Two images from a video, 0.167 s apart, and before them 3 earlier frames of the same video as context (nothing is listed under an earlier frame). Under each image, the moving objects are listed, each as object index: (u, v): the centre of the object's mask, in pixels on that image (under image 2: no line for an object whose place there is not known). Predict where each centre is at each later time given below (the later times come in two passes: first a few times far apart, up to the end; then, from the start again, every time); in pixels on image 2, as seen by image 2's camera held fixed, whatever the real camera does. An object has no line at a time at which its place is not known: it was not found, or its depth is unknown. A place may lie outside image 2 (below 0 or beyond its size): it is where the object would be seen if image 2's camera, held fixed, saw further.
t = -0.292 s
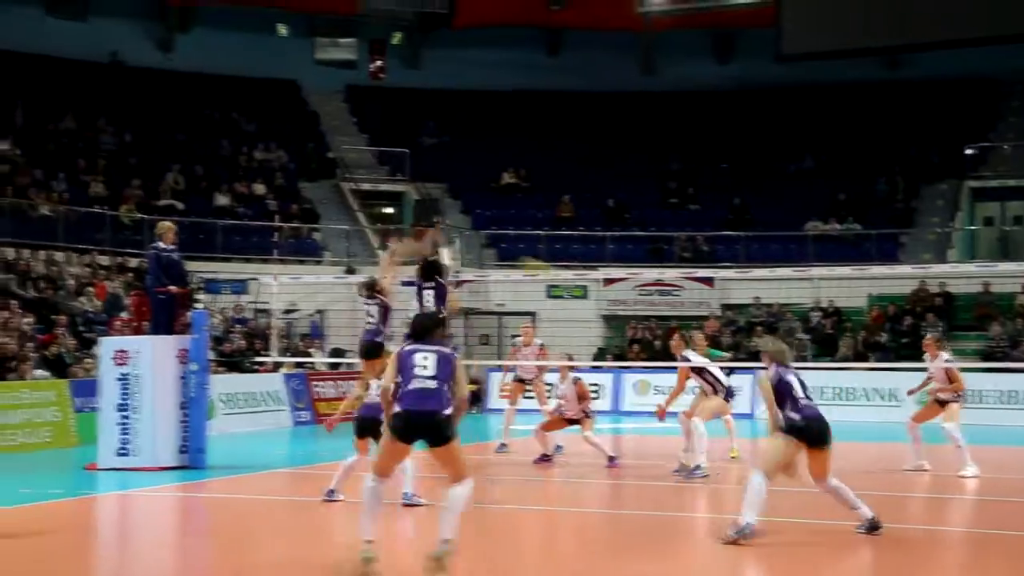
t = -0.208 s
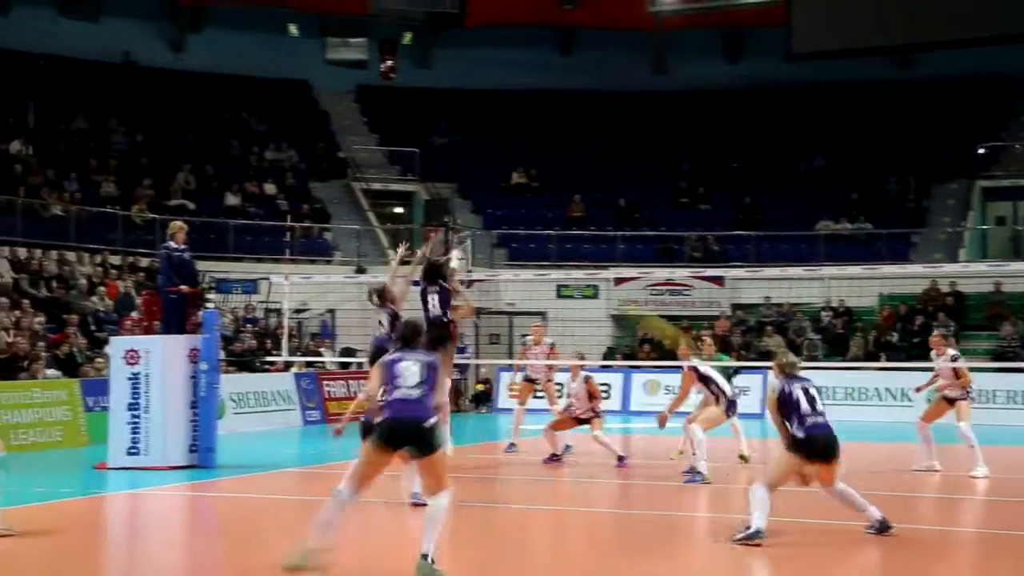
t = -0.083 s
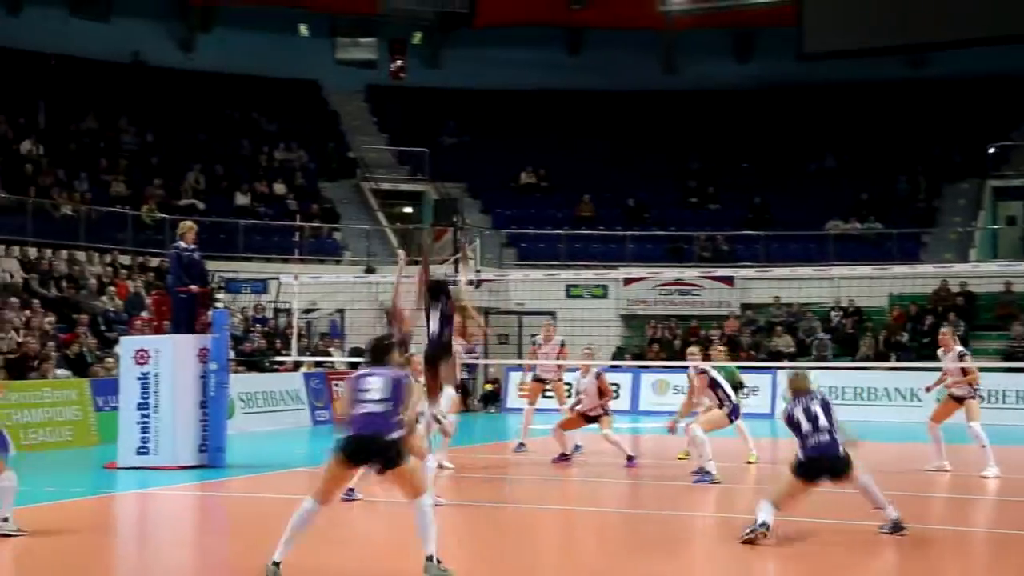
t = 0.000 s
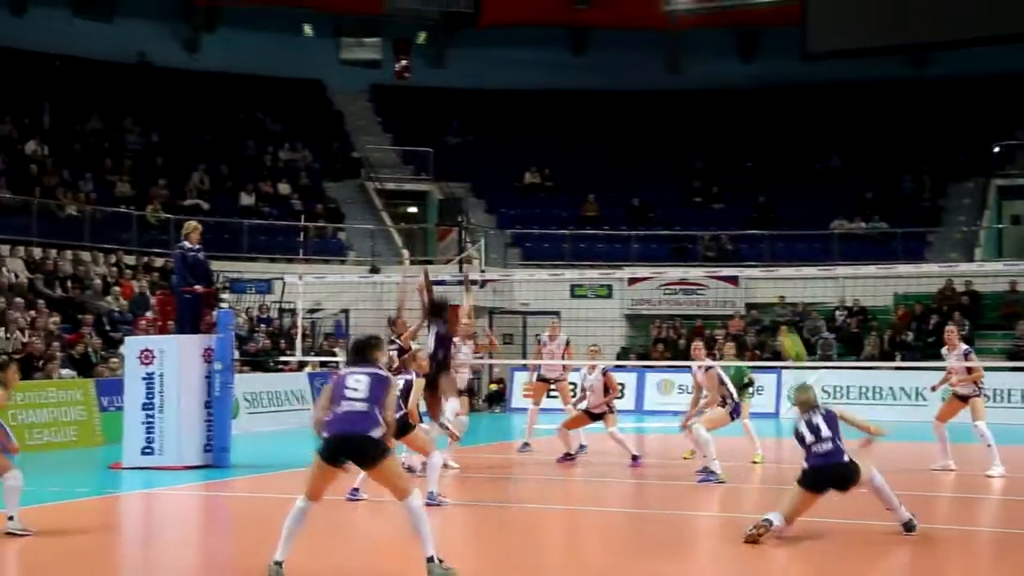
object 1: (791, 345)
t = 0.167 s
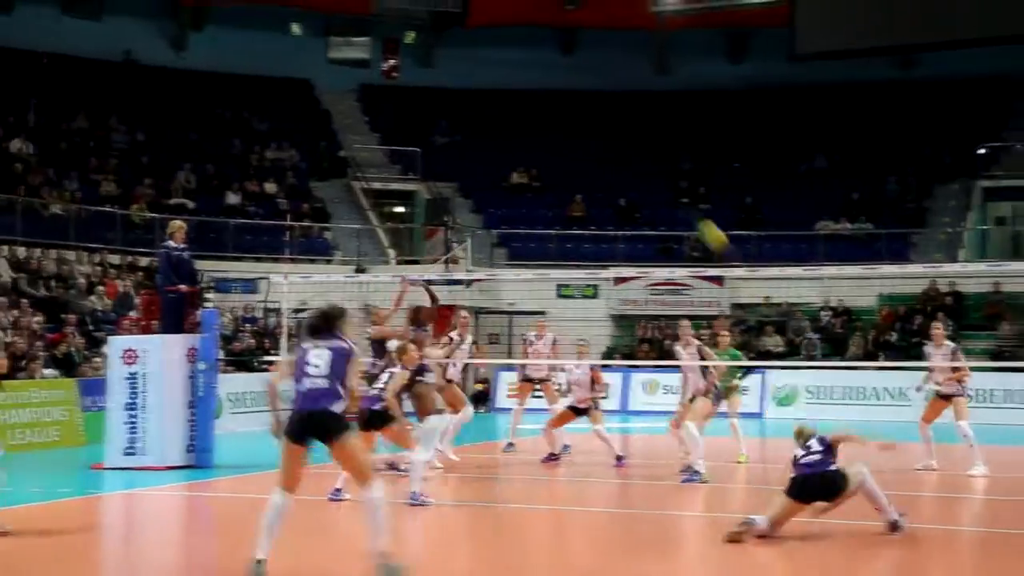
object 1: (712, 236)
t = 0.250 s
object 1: (683, 197)
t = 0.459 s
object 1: (621, 137)
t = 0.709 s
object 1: (567, 127)
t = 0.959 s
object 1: (522, 159)
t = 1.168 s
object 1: (490, 209)
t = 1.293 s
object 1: (474, 245)
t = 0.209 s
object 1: (694, 211)
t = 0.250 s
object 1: (683, 197)
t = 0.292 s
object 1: (667, 178)
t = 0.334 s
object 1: (659, 167)
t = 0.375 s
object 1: (644, 155)
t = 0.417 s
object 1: (636, 147)
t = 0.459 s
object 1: (621, 137)
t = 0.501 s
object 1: (613, 133)
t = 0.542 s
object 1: (604, 130)
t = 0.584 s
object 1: (594, 127)
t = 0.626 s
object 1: (586, 126)
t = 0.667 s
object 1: (576, 126)
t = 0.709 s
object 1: (567, 127)
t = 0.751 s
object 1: (559, 130)
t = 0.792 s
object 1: (552, 133)
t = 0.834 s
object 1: (543, 139)
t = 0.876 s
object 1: (536, 144)
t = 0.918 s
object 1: (528, 151)
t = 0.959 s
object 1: (522, 159)
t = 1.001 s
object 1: (515, 168)
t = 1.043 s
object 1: (509, 177)
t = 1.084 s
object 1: (502, 187)
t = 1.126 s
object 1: (497, 196)
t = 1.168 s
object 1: (490, 209)
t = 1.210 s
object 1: (485, 220)
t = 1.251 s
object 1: (480, 232)
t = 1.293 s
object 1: (474, 245)
